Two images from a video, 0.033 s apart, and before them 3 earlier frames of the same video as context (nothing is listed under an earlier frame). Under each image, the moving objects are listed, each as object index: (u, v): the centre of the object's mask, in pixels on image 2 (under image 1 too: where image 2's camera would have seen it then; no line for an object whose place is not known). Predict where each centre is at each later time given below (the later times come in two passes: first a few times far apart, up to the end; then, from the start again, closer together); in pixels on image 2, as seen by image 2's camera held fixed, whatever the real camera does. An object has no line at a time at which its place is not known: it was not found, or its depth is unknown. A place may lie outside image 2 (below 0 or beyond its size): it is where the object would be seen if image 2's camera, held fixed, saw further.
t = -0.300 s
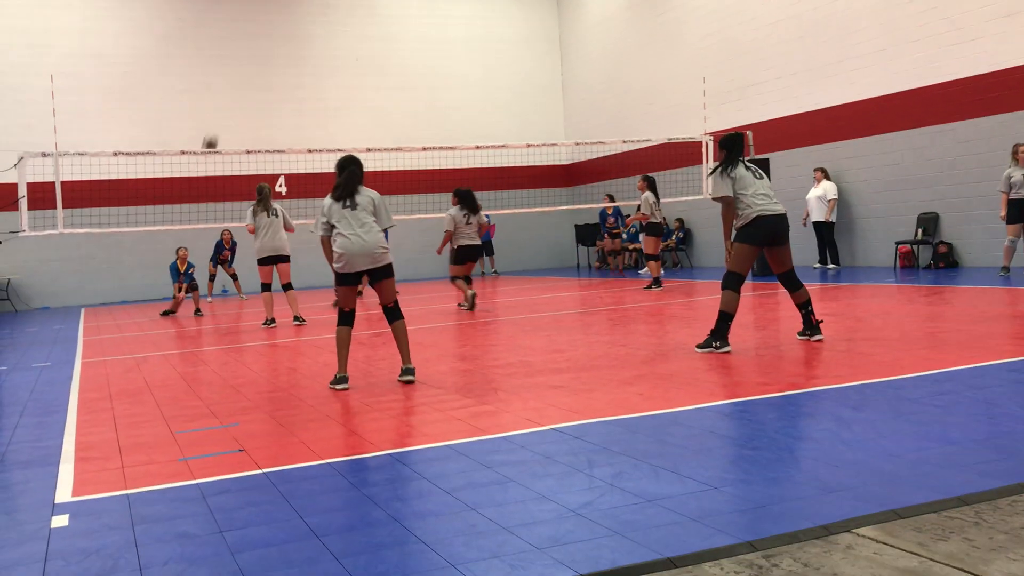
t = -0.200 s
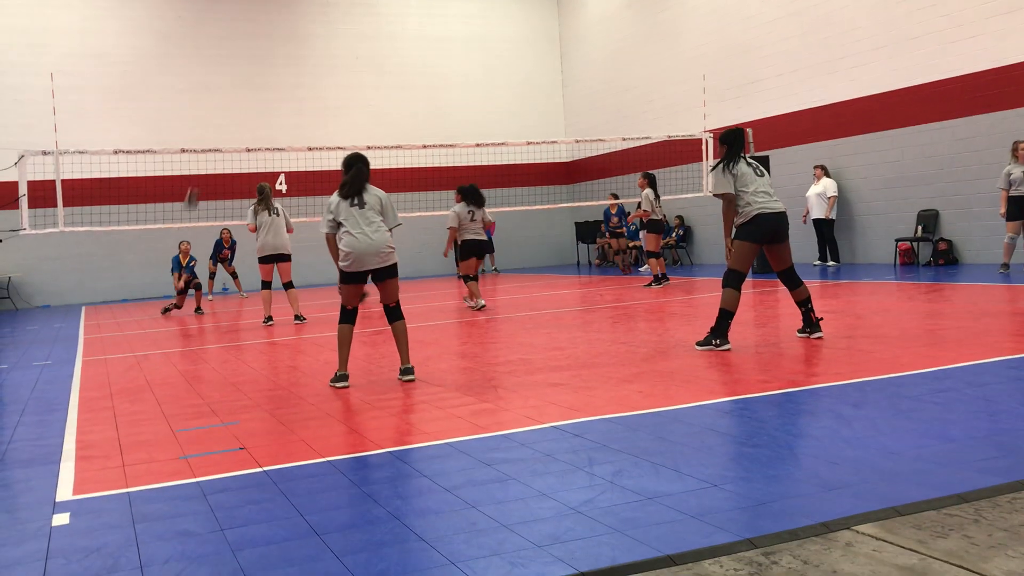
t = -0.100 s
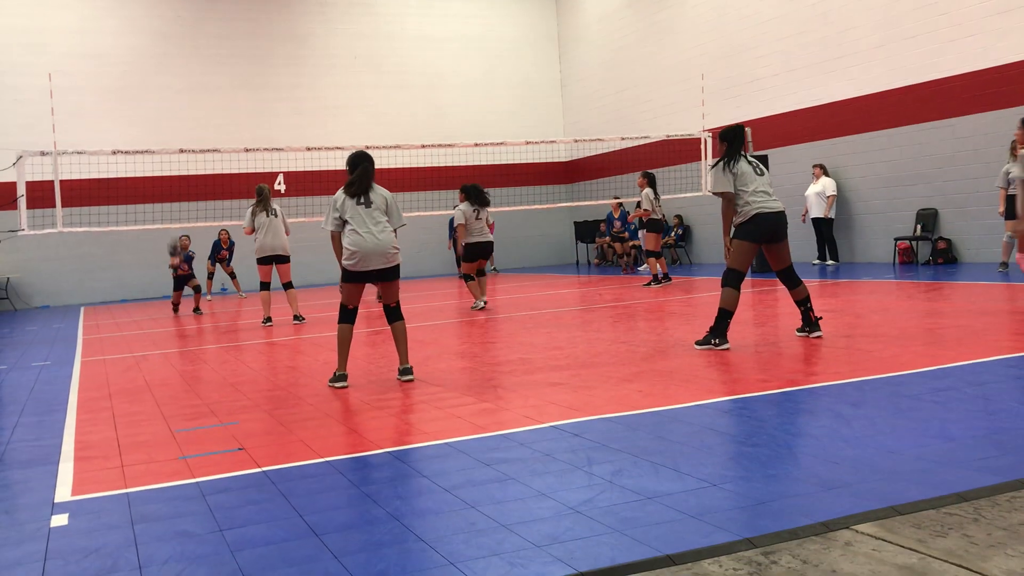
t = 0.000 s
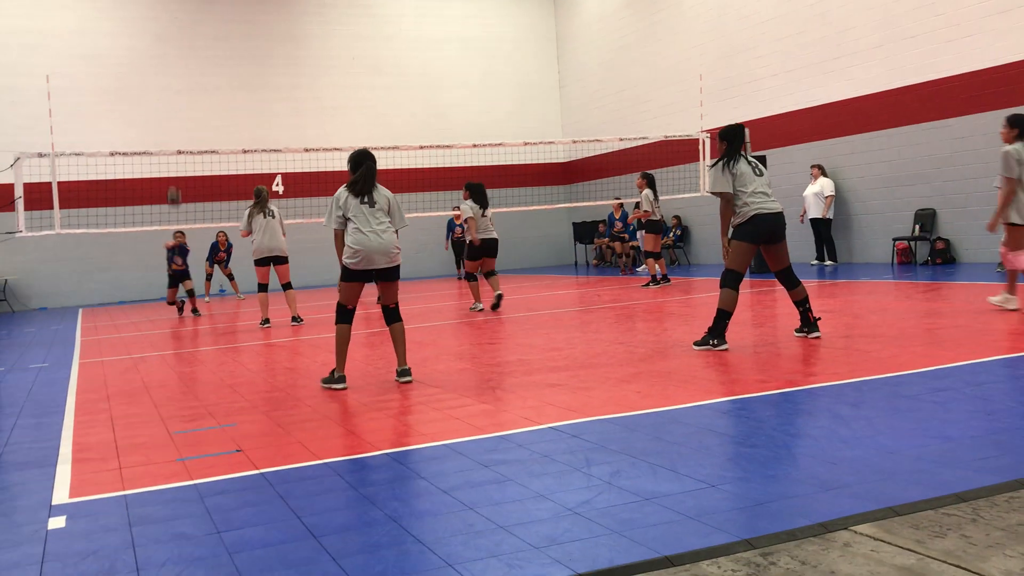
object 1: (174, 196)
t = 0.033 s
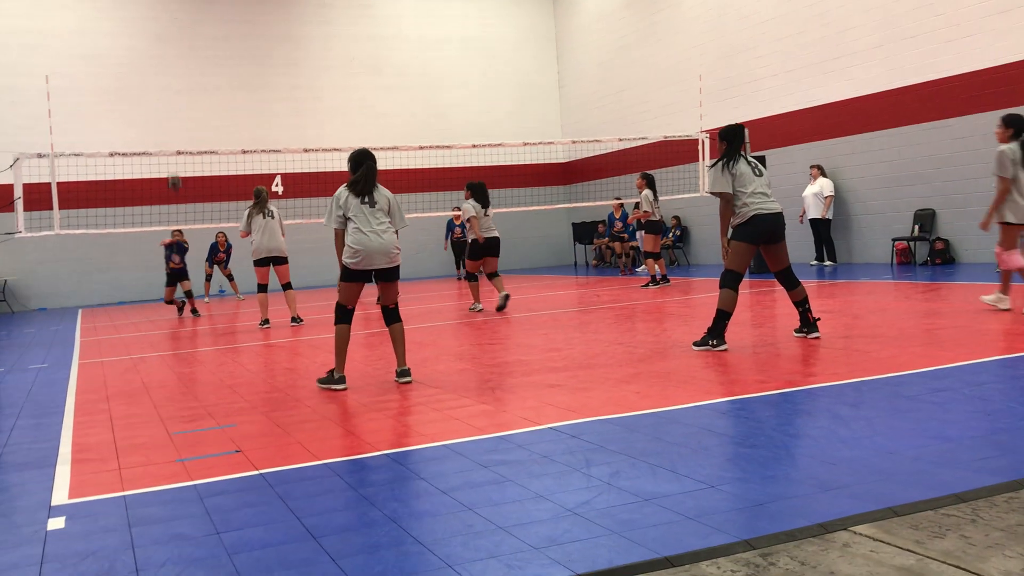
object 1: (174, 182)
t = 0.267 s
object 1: (181, 91)
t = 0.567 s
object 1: (195, 25)
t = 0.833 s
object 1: (212, 20)
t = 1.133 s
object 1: (237, 77)
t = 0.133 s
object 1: (176, 138)
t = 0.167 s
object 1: (177, 125)
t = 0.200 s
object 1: (179, 113)
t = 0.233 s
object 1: (180, 101)
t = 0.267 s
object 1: (181, 91)
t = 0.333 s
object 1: (184, 71)
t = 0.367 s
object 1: (185, 62)
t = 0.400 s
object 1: (187, 54)
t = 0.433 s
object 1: (188, 46)
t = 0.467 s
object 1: (190, 40)
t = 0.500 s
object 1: (192, 34)
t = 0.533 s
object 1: (194, 29)
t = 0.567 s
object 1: (195, 25)
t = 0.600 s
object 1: (197, 22)
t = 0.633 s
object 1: (199, 19)
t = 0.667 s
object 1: (201, 18)
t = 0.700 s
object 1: (203, 16)
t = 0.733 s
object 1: (206, 16)
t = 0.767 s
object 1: (208, 17)
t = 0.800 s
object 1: (210, 18)
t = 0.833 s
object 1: (212, 20)
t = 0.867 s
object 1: (215, 23)
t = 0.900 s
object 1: (217, 27)
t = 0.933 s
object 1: (220, 31)
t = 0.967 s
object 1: (222, 37)
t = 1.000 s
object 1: (225, 43)
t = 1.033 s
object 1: (228, 50)
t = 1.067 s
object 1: (231, 58)
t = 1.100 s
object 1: (234, 67)
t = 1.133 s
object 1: (237, 77)
